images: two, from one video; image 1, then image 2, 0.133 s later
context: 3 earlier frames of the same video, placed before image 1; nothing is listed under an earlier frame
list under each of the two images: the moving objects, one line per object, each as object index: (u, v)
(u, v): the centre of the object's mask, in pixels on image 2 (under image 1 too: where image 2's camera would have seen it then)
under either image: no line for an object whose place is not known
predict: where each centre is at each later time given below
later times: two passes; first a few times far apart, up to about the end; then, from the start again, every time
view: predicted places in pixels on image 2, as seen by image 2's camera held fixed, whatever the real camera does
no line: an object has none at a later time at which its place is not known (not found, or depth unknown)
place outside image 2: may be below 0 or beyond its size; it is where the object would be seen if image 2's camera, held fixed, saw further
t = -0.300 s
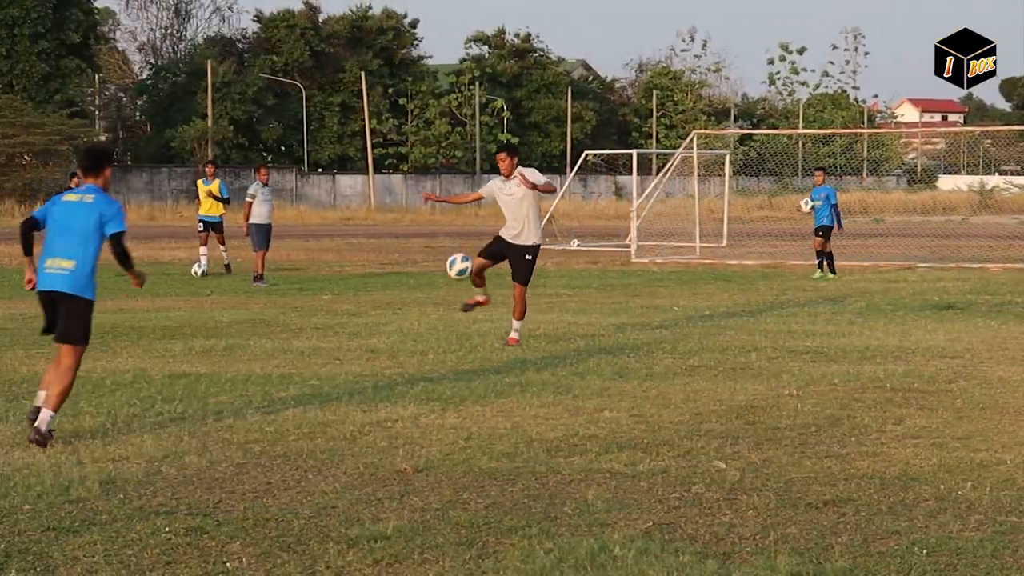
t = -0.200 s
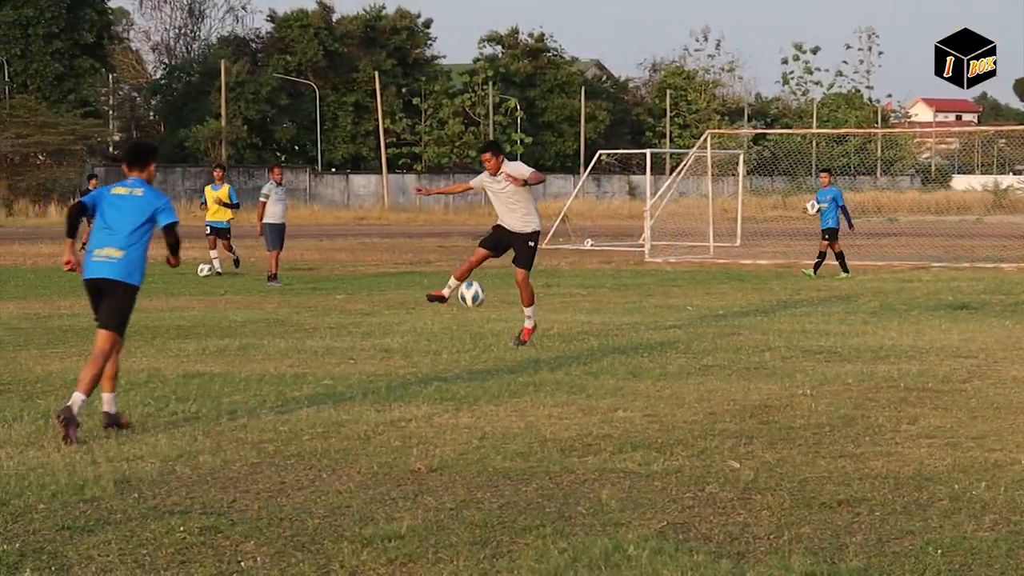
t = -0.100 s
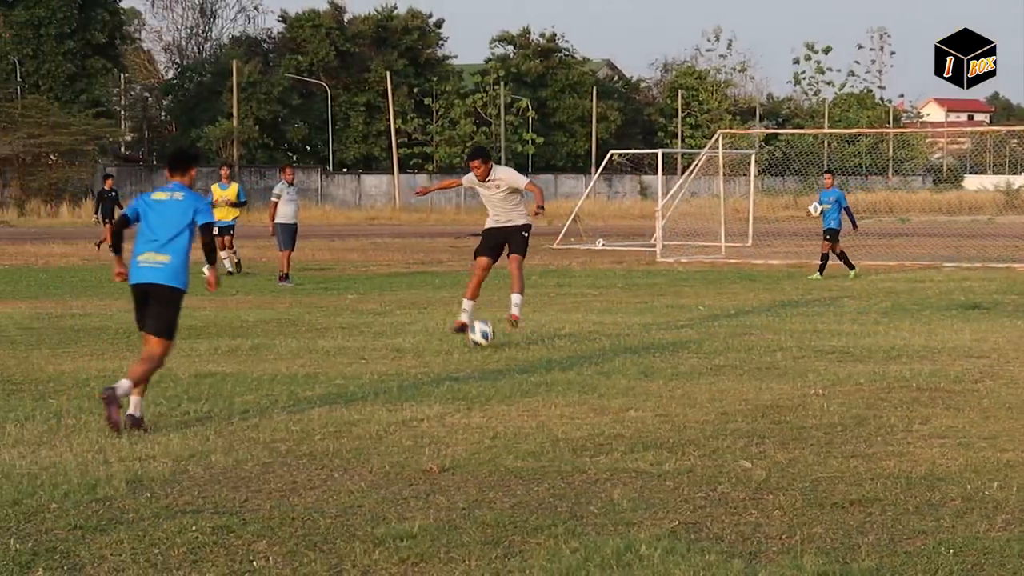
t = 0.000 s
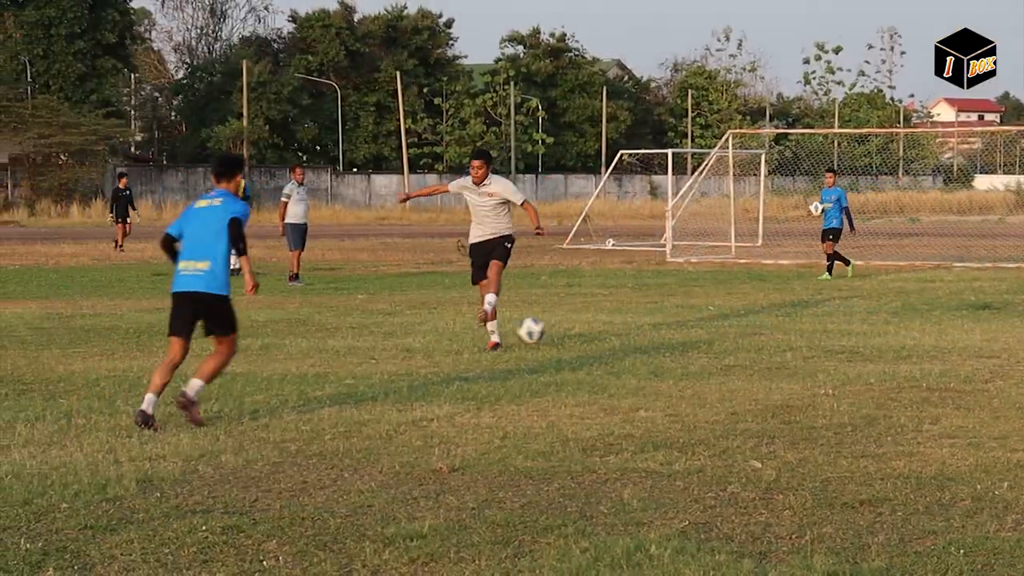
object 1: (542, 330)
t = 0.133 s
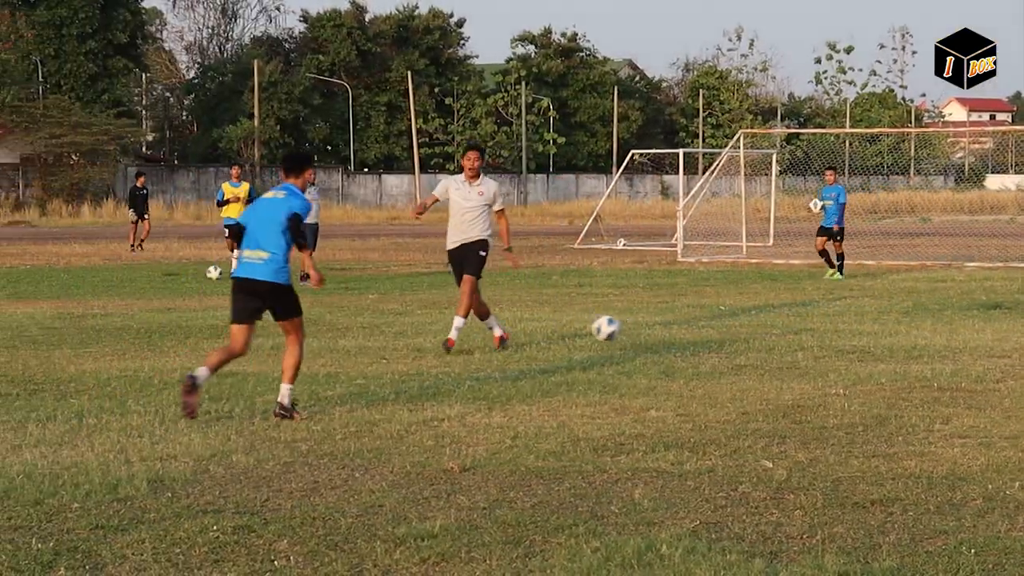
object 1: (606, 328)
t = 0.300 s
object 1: (676, 337)
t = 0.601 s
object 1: (768, 345)
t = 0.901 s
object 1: (856, 344)
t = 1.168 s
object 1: (931, 345)
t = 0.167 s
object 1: (621, 331)
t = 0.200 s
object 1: (637, 335)
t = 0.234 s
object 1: (654, 341)
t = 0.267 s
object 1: (666, 341)
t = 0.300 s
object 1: (676, 337)
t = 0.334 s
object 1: (686, 335)
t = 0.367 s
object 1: (696, 335)
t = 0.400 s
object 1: (706, 335)
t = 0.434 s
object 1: (716, 337)
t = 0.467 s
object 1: (726, 341)
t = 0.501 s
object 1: (736, 345)
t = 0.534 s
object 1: (747, 344)
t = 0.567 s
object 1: (757, 344)
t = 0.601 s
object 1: (768, 345)
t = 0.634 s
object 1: (778, 346)
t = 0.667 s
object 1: (788, 345)
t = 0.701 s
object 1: (799, 345)
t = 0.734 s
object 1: (808, 346)
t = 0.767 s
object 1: (818, 343)
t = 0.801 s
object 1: (827, 341)
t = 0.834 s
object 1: (837, 341)
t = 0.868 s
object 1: (846, 342)
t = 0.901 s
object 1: (856, 344)
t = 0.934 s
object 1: (866, 346)
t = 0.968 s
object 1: (875, 344)
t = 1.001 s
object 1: (885, 344)
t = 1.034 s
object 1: (893, 343)
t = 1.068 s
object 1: (903, 345)
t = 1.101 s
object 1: (912, 346)
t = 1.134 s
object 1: (922, 345)
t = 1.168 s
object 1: (931, 345)
